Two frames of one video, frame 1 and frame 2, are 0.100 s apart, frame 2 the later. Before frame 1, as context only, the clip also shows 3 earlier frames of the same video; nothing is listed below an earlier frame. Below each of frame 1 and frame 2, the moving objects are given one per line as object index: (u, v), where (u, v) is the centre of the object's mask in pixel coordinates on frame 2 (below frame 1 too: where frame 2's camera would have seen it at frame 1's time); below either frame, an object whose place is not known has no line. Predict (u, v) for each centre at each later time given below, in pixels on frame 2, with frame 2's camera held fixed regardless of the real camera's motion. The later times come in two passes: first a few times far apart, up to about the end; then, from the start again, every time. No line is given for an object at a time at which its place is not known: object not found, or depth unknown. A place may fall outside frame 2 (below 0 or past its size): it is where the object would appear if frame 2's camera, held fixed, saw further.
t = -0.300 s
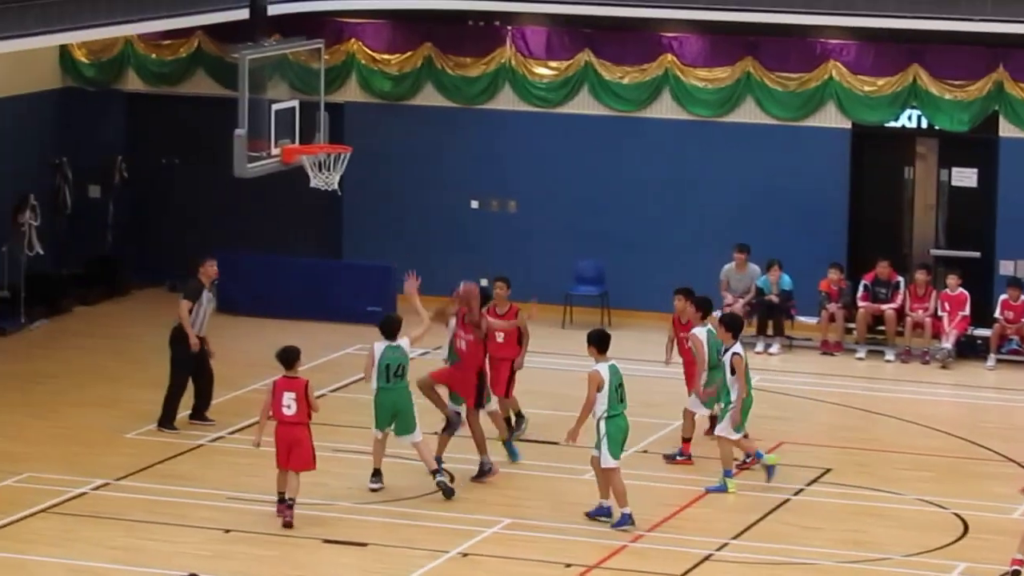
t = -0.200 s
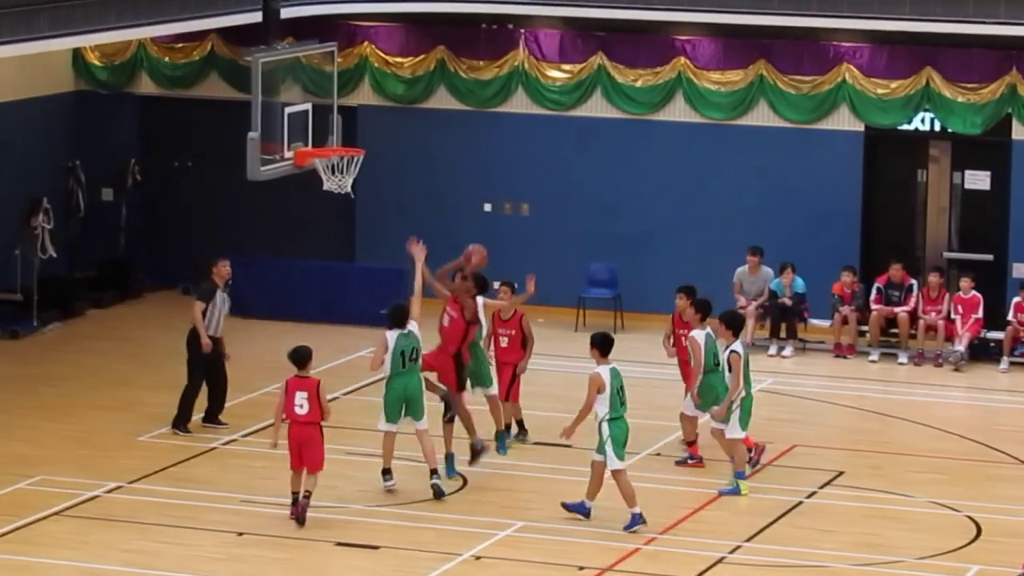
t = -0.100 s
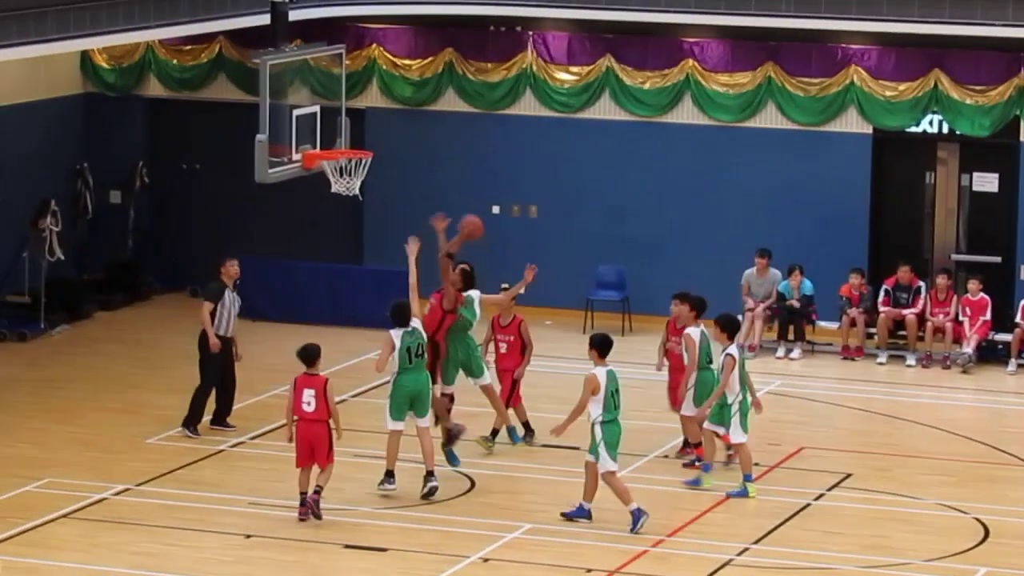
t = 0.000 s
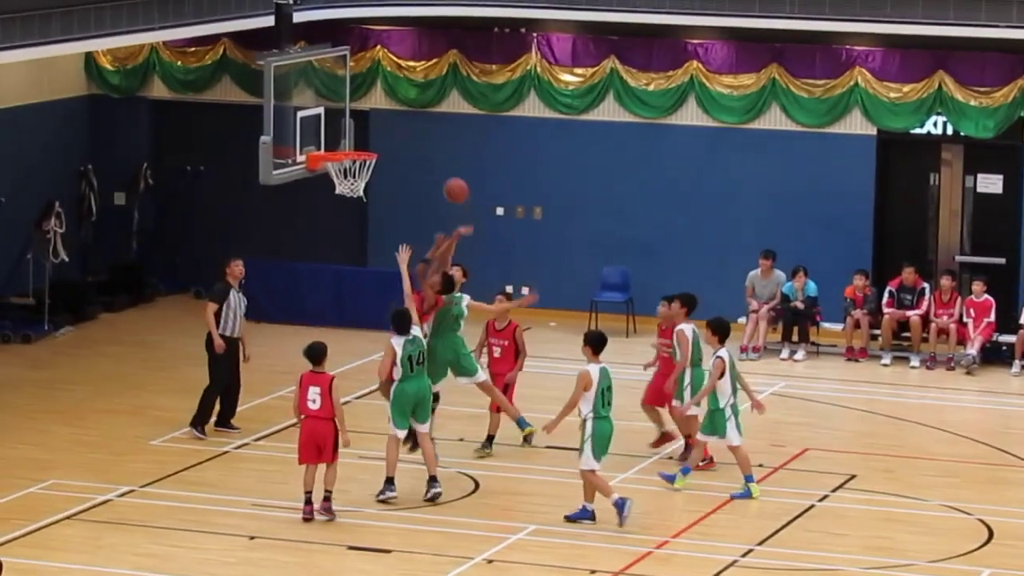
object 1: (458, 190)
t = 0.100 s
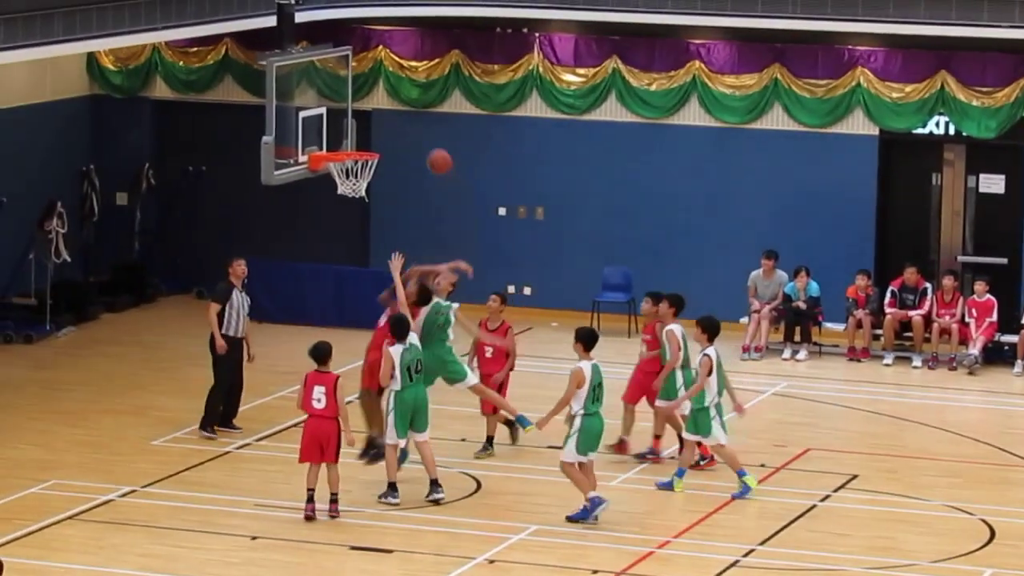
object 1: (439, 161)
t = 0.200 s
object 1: (420, 143)
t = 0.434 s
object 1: (376, 141)
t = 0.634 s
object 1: (361, 146)
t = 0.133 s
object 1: (433, 154)
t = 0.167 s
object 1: (426, 148)
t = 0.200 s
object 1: (420, 143)
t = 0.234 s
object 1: (414, 140)
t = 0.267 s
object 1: (407, 137)
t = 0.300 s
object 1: (401, 135)
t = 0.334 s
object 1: (395, 135)
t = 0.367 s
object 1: (389, 136)
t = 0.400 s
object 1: (382, 138)
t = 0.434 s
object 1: (376, 141)
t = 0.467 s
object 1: (370, 145)
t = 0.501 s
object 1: (367, 146)
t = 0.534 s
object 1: (365, 144)
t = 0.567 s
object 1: (365, 144)
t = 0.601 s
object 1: (363, 144)
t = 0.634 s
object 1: (361, 146)
